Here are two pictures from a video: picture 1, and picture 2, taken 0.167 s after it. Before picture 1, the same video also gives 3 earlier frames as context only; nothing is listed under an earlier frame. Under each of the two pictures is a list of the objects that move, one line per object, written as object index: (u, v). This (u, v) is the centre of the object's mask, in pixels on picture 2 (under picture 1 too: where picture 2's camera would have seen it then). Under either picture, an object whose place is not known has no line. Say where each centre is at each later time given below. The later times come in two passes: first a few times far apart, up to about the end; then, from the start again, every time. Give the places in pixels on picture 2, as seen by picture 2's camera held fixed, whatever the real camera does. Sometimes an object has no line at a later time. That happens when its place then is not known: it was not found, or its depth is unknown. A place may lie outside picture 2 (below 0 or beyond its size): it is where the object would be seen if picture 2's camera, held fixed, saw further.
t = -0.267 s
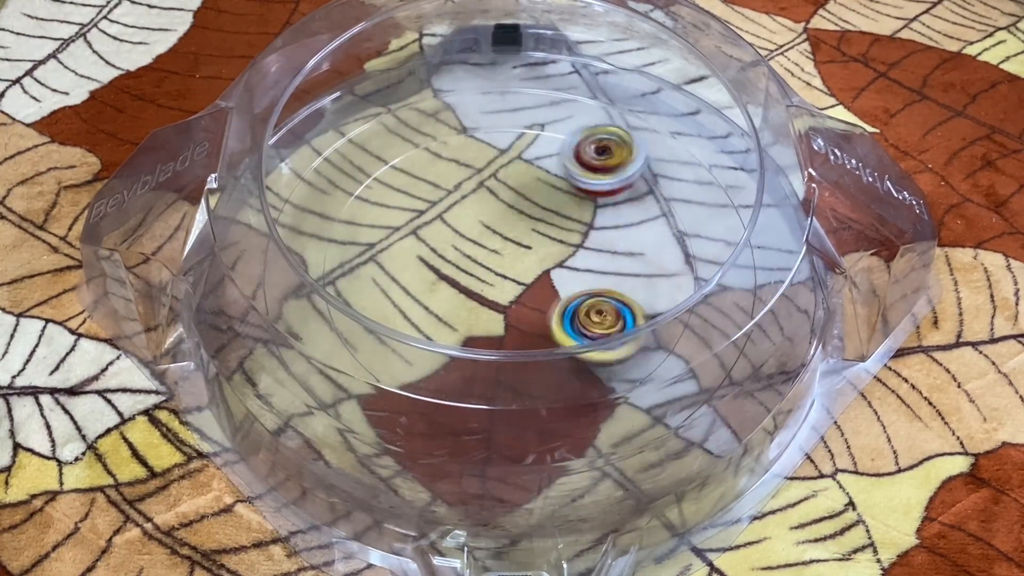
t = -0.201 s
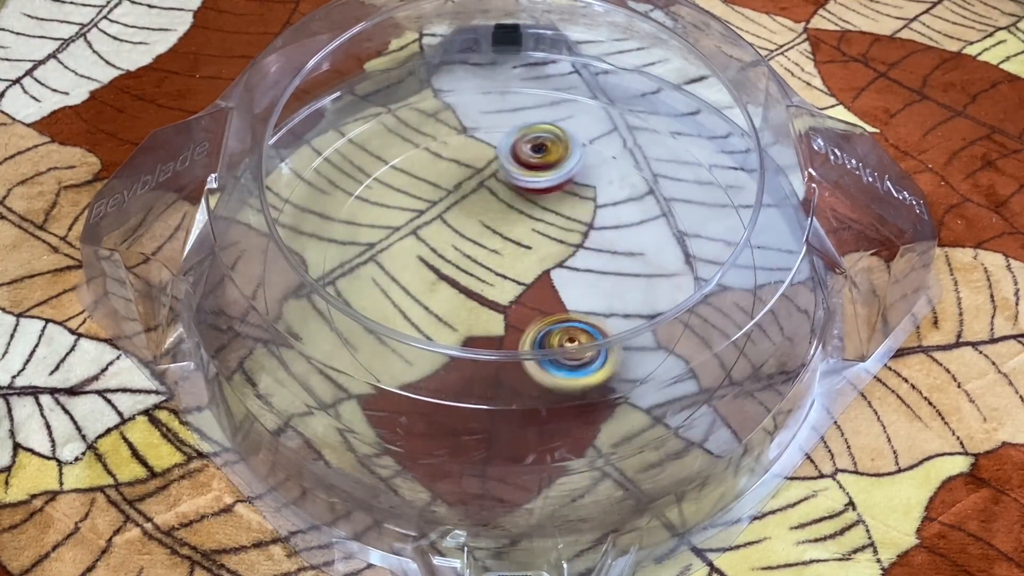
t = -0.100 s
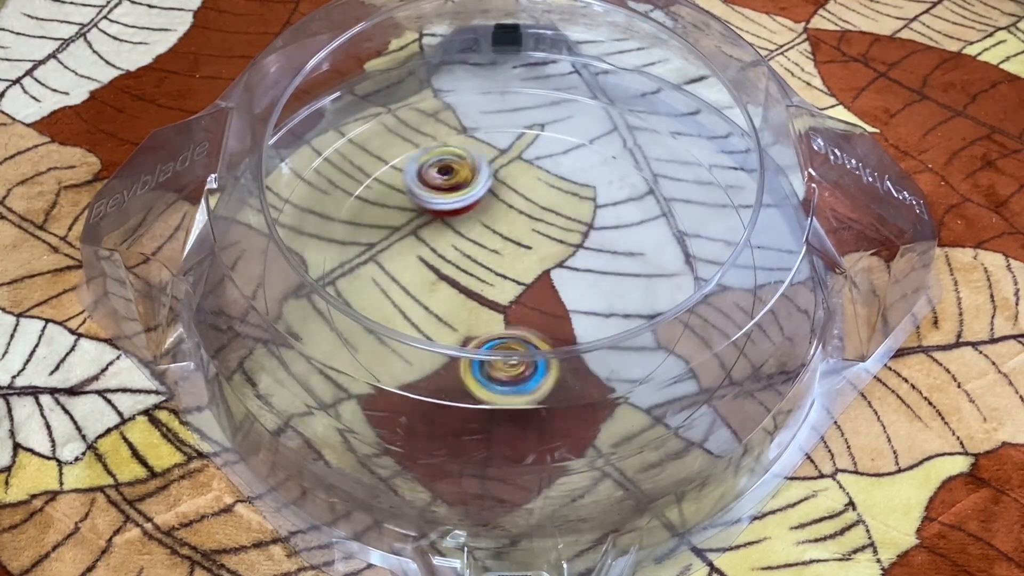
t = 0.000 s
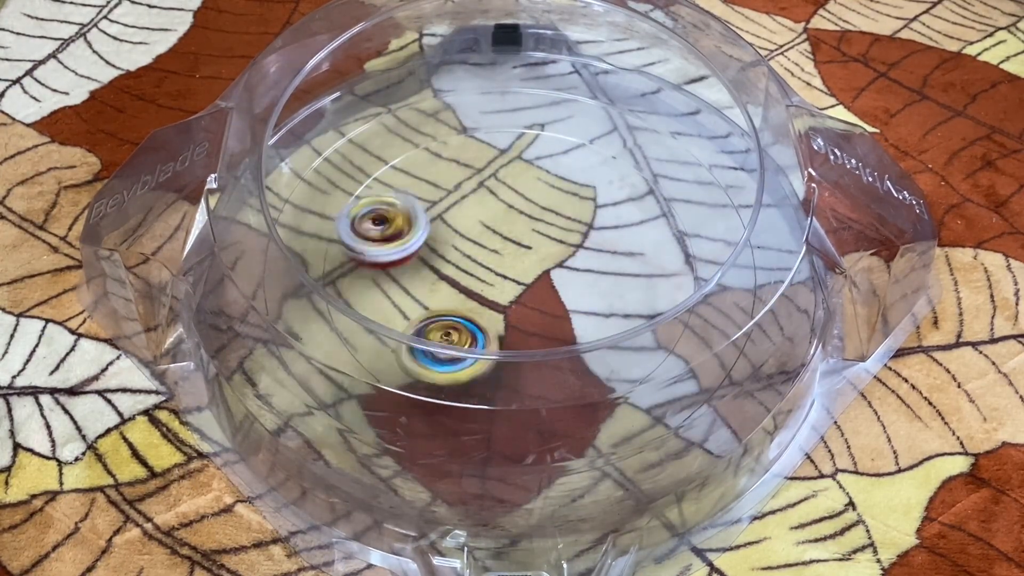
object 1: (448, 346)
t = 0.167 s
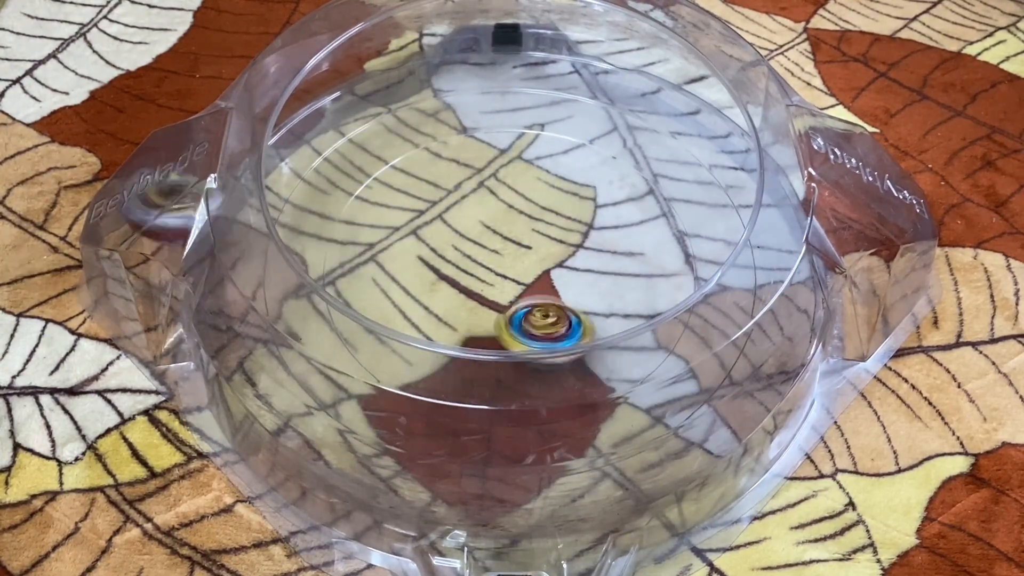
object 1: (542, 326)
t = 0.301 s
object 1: (610, 318)
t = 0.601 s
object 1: (649, 309)
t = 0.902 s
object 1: (586, 233)
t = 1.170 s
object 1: (541, 165)
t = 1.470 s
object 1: (488, 159)
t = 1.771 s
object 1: (437, 231)
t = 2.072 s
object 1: (403, 283)
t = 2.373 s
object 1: (473, 307)
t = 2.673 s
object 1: (560, 313)
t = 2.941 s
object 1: (573, 290)
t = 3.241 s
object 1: (549, 225)
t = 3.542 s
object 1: (525, 222)
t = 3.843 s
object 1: (455, 228)
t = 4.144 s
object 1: (474, 264)
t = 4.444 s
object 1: (474, 296)
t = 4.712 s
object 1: (533, 285)
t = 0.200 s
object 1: (565, 323)
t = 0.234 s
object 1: (581, 320)
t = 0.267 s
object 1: (593, 317)
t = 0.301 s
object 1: (610, 318)
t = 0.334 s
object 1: (620, 318)
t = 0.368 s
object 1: (631, 318)
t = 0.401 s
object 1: (641, 316)
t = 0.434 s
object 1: (654, 316)
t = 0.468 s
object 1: (662, 311)
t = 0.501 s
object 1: (664, 310)
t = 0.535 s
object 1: (664, 311)
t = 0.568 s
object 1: (658, 312)
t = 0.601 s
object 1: (649, 309)
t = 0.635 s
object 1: (639, 297)
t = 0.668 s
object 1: (635, 293)
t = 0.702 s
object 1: (630, 287)
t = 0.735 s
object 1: (622, 277)
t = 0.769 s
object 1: (614, 267)
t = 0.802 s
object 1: (605, 258)
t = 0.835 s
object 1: (601, 254)
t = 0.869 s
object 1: (593, 243)
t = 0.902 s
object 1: (586, 233)
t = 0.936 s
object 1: (579, 225)
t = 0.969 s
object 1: (573, 214)
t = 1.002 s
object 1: (569, 205)
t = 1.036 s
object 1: (563, 197)
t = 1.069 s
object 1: (557, 188)
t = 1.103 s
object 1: (553, 179)
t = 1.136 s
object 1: (548, 172)
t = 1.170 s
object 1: (541, 165)
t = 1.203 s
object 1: (537, 157)
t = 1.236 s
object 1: (531, 153)
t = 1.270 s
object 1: (524, 149)
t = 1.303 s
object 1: (519, 147)
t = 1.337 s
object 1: (511, 147)
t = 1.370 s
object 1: (504, 147)
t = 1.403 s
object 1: (501, 150)
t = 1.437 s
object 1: (493, 155)
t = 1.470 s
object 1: (488, 159)
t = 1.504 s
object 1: (482, 167)
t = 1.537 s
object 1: (474, 173)
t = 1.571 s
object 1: (472, 179)
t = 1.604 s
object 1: (464, 190)
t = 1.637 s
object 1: (458, 197)
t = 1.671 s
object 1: (454, 206)
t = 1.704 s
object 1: (447, 215)
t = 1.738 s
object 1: (442, 223)
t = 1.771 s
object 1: (437, 231)
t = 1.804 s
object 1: (430, 238)
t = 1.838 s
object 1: (427, 245)
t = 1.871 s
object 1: (420, 250)
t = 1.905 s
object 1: (416, 257)
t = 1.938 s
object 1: (412, 263)
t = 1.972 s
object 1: (407, 268)
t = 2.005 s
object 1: (405, 274)
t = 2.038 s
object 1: (402, 278)
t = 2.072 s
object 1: (403, 283)
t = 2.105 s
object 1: (405, 288)
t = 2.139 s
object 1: (409, 290)
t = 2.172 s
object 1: (414, 295)
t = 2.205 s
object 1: (421, 297)
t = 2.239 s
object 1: (431, 300)
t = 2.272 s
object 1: (440, 301)
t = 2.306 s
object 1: (450, 303)
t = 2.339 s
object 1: (461, 305)
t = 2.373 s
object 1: (473, 307)
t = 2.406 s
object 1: (484, 307)
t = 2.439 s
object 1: (496, 307)
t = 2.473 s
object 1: (506, 310)
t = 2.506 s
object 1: (517, 311)
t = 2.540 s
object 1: (527, 311)
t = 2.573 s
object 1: (536, 313)
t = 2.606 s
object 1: (545, 313)
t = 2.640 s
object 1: (552, 314)
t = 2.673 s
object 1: (560, 313)
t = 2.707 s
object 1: (566, 313)
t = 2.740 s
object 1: (570, 311)
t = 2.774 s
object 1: (575, 310)
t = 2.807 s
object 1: (577, 306)
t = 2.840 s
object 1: (579, 304)
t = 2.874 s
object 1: (578, 299)
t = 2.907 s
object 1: (576, 296)
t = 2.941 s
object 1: (573, 290)
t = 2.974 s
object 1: (569, 285)
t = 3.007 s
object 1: (564, 278)
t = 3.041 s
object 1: (558, 272)
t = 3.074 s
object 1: (555, 263)
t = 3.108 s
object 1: (551, 256)
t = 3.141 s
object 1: (550, 247)
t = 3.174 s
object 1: (548, 240)
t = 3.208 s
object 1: (549, 231)
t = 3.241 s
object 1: (549, 225)
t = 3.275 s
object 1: (550, 219)
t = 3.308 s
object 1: (551, 214)
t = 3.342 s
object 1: (551, 211)
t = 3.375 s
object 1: (550, 209)
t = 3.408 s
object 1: (548, 210)
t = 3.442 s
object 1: (545, 209)
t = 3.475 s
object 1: (539, 213)
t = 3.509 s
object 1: (535, 216)
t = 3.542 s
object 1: (525, 222)
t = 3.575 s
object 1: (520, 226)
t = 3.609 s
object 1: (509, 229)
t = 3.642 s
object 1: (501, 232)
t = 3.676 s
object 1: (492, 231)
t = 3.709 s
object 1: (481, 233)
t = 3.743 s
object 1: (473, 231)
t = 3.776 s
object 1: (464, 230)
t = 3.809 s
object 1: (459, 230)
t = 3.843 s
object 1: (455, 228)
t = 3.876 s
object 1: (451, 228)
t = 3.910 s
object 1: (452, 227)
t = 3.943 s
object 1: (452, 229)
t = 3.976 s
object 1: (456, 233)
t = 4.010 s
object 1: (460, 236)
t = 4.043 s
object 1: (463, 243)
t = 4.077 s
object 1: (468, 248)
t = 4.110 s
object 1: (471, 256)
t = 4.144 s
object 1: (474, 264)
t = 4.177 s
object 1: (476, 271)
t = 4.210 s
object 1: (476, 278)
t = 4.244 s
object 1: (476, 284)
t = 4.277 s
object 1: (475, 289)
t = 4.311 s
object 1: (472, 294)
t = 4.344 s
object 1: (473, 296)
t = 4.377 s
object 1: (472, 297)
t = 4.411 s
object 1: (471, 298)
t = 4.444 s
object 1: (474, 296)
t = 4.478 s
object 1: (477, 295)
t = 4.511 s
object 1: (483, 292)
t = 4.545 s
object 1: (490, 289)
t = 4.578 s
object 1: (497, 287)
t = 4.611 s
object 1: (507, 286)
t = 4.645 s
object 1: (516, 284)
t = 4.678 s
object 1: (524, 285)
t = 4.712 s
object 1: (533, 285)
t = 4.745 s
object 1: (540, 285)
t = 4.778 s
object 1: (545, 286)
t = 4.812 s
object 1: (549, 288)
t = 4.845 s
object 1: (552, 287)
